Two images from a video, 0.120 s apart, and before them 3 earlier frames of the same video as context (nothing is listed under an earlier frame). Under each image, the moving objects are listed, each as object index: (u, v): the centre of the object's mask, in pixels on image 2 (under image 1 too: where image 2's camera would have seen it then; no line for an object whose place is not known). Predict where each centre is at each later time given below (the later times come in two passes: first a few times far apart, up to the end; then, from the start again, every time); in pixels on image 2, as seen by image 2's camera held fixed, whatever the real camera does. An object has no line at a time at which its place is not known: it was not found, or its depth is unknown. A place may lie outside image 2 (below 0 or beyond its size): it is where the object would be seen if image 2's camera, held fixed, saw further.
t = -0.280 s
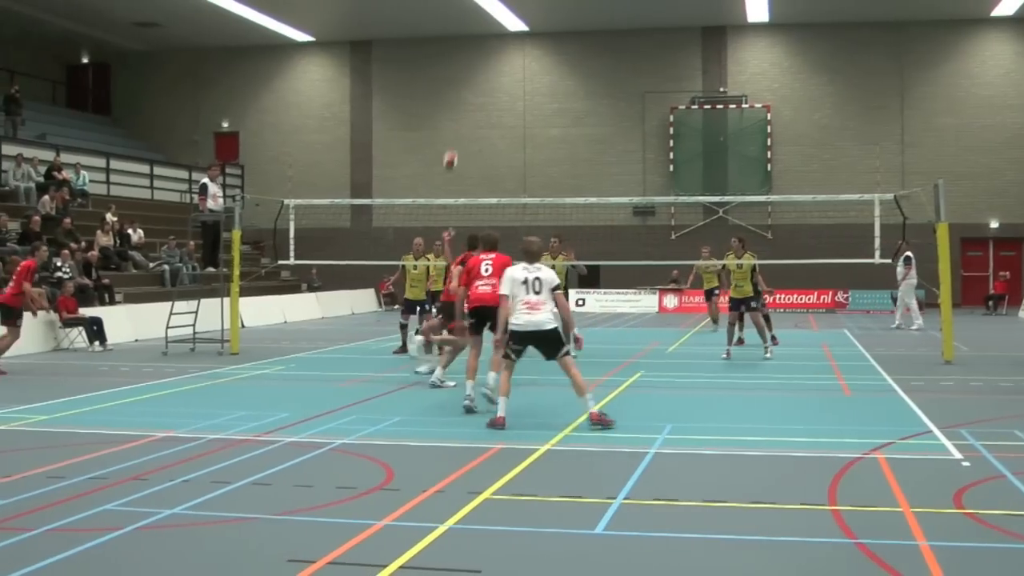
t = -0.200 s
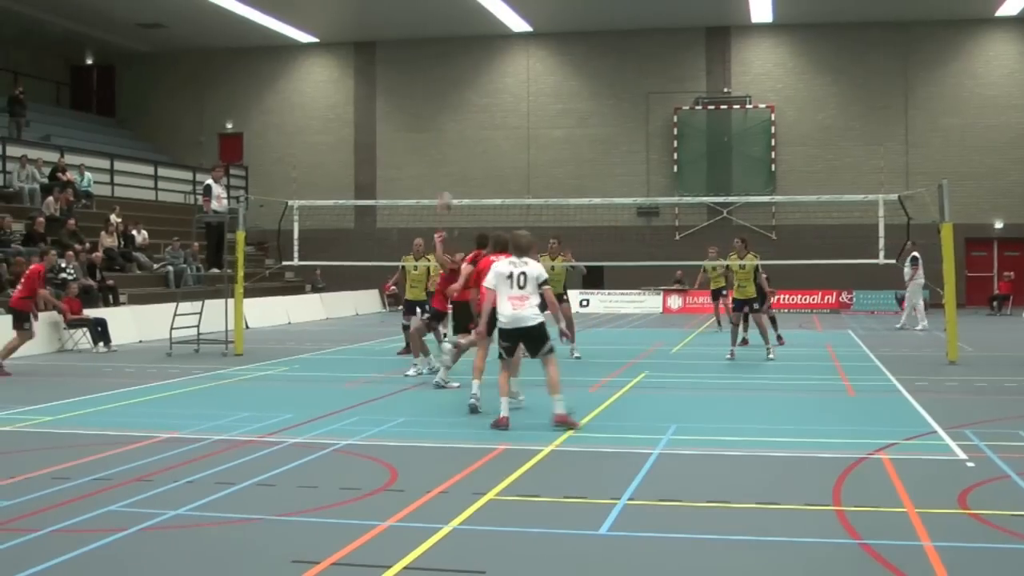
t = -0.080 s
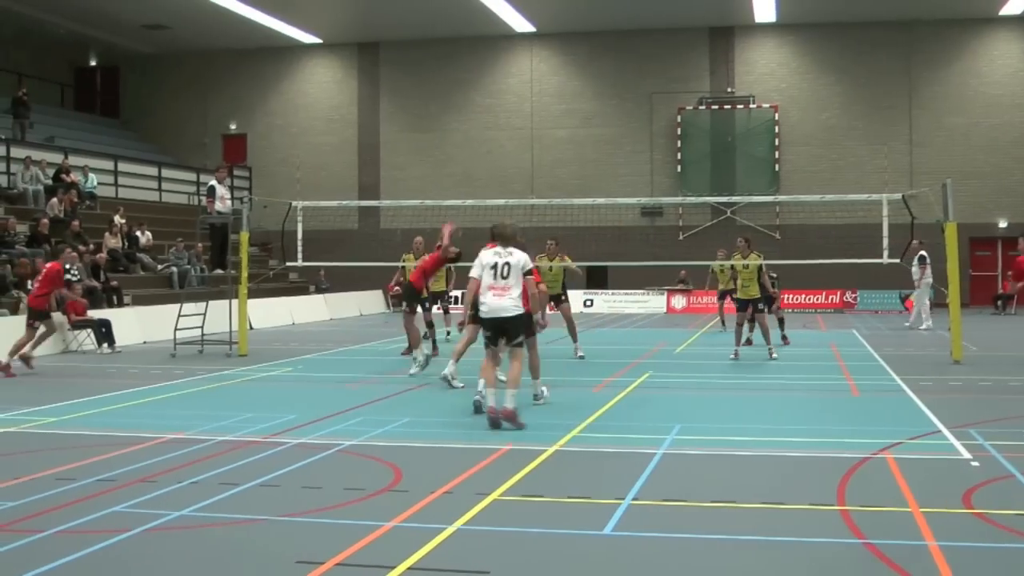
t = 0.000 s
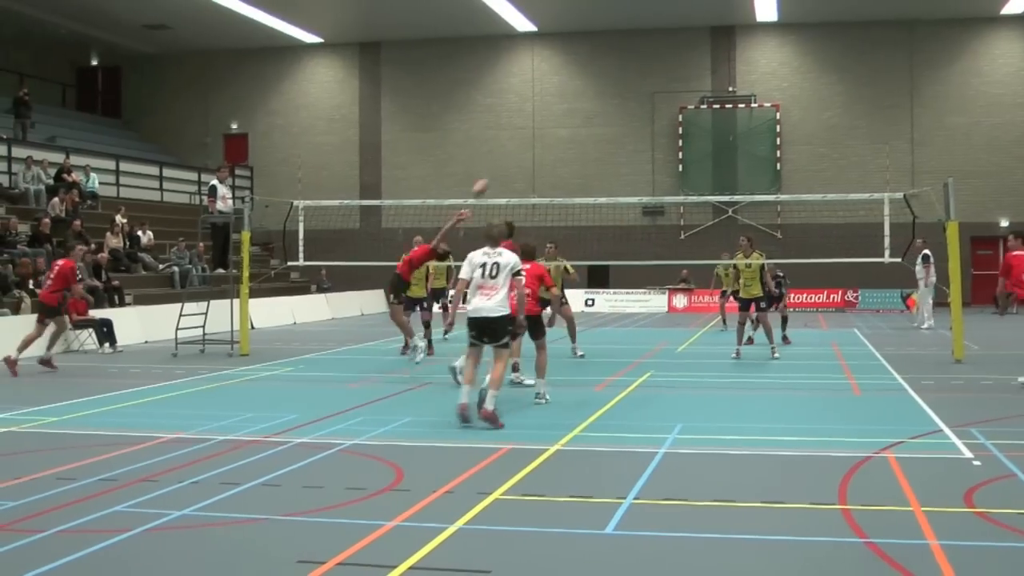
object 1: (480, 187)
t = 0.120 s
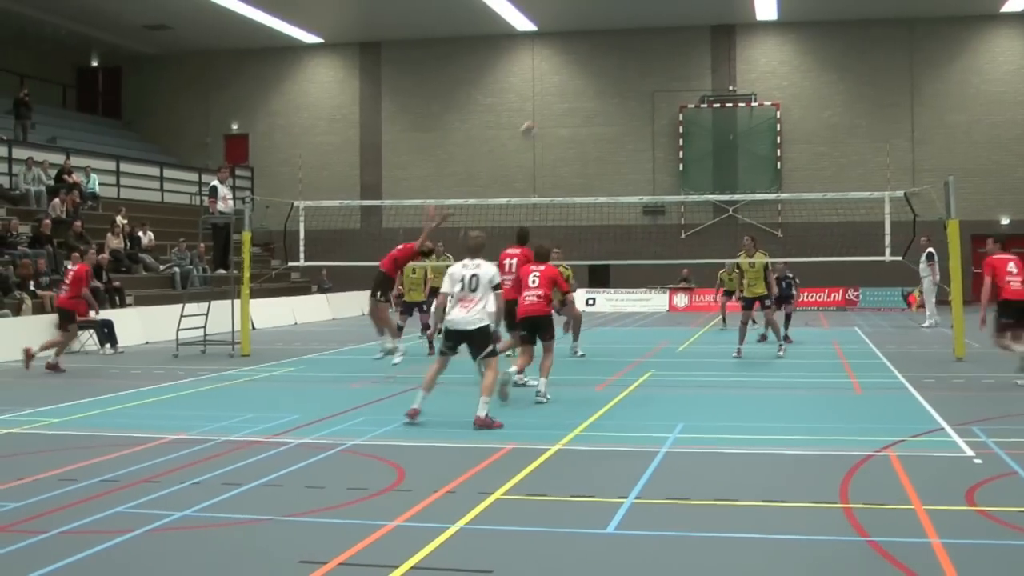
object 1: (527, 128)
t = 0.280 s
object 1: (588, 74)
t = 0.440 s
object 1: (649, 38)
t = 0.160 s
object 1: (544, 114)
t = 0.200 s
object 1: (560, 102)
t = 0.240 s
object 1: (574, 87)
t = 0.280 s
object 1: (588, 74)
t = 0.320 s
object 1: (603, 61)
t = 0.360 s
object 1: (616, 51)
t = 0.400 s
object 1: (631, 45)
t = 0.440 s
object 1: (649, 38)
